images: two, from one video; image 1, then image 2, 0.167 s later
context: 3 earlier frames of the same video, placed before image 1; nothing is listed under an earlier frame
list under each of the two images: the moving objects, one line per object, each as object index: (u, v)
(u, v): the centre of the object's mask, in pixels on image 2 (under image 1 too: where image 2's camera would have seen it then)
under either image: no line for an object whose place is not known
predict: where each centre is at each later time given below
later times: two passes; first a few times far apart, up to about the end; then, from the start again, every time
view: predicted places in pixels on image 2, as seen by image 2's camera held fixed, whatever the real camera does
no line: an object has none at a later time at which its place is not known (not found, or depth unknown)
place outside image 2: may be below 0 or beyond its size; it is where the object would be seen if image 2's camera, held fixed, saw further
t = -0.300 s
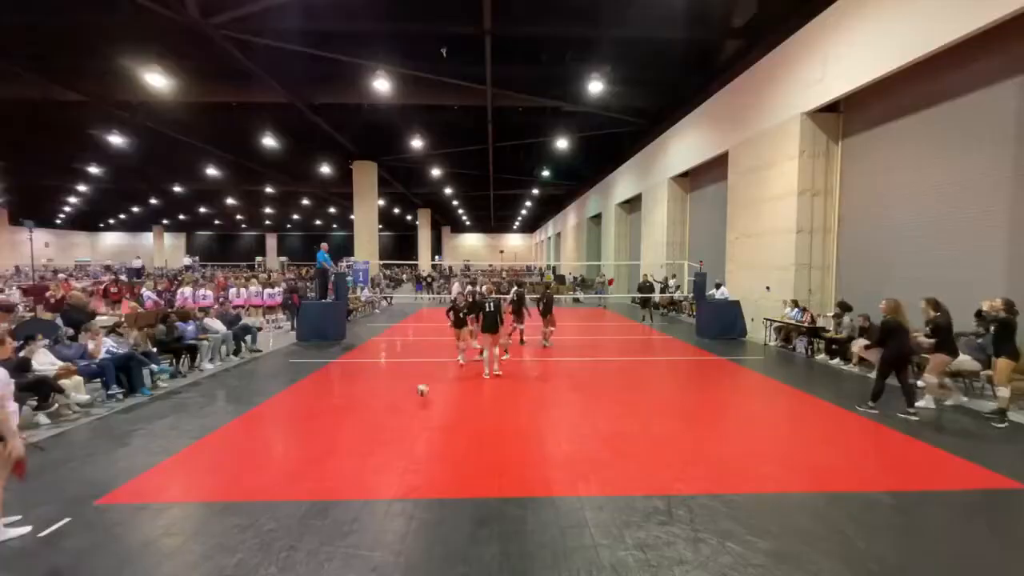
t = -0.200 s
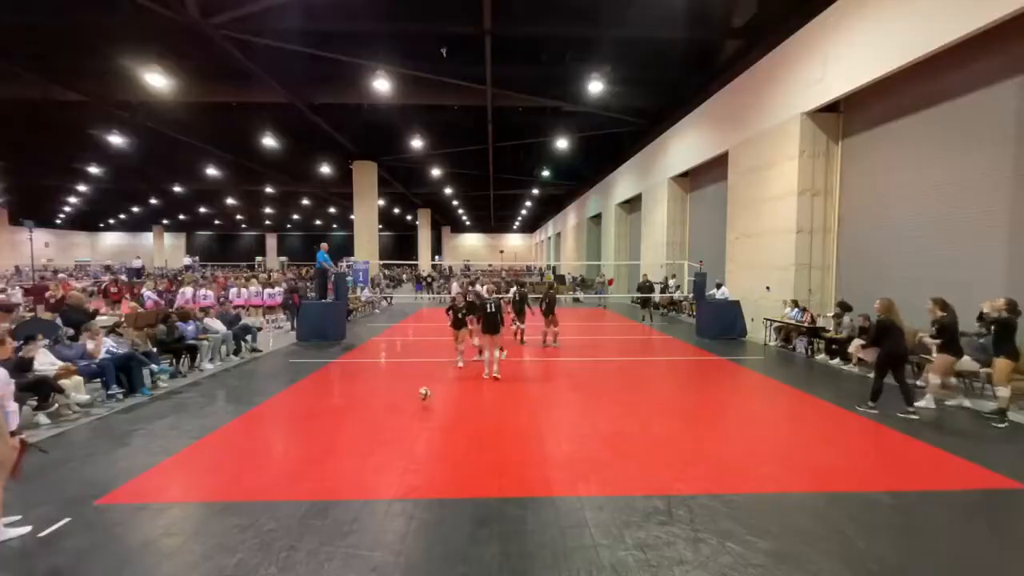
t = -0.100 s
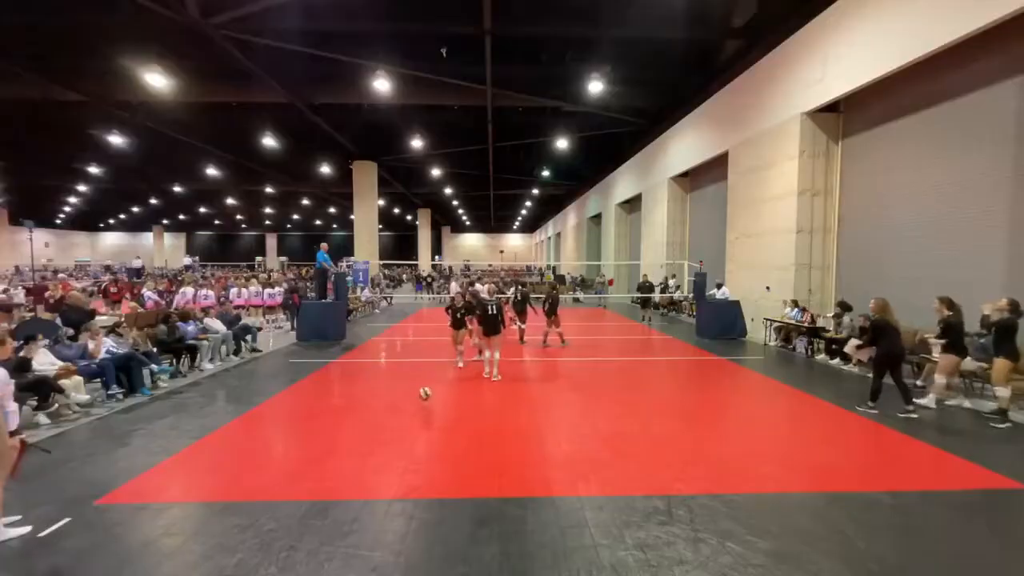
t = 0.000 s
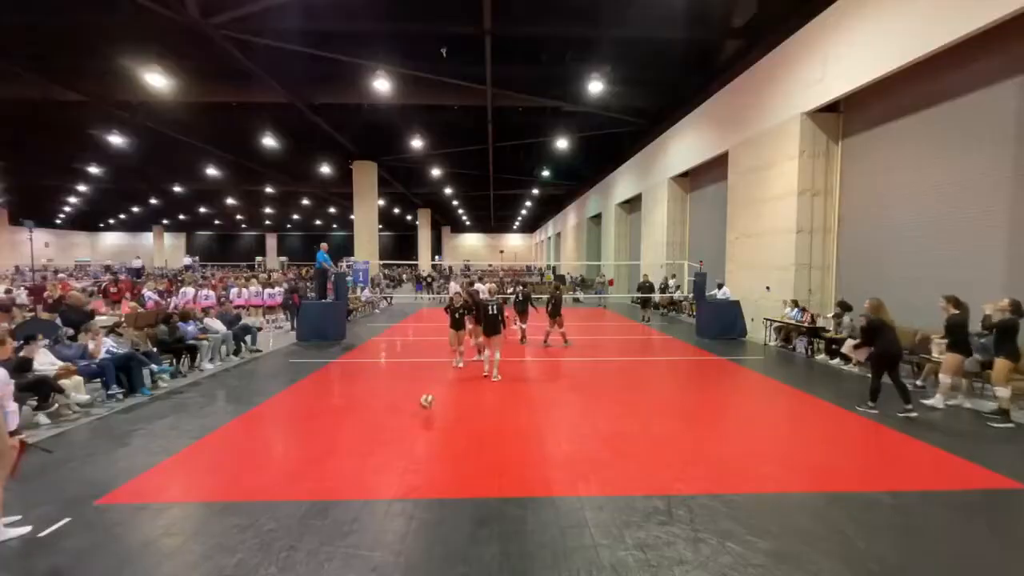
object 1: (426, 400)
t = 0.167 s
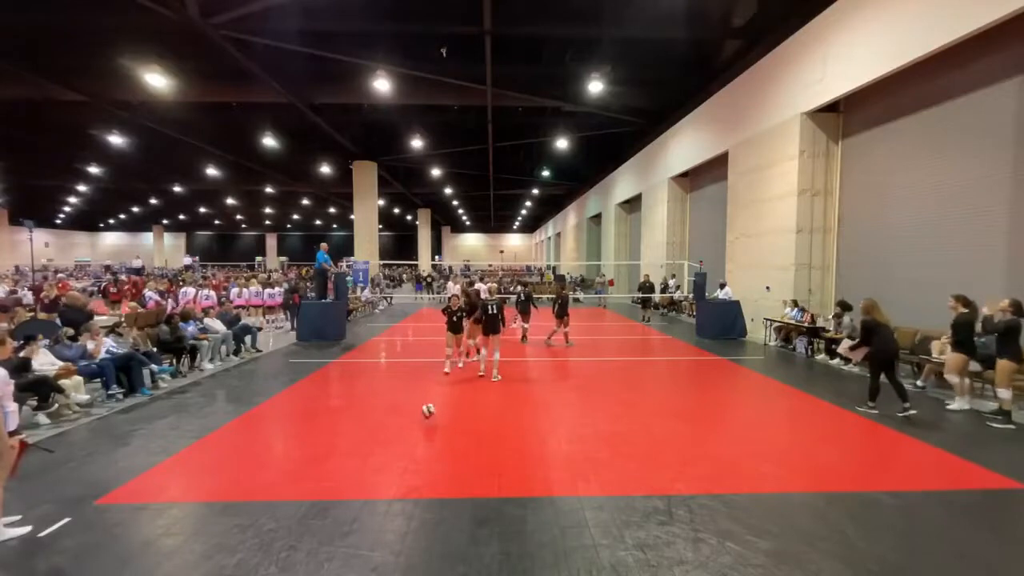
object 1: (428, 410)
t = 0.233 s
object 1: (429, 413)
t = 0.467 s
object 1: (432, 430)
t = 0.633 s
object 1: (435, 447)
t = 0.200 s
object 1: (428, 411)
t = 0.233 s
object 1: (429, 413)
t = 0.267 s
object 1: (429, 416)
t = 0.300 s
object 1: (430, 418)
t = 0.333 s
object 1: (430, 424)
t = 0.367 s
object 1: (431, 429)
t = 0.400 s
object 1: (432, 428)
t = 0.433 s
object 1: (431, 428)
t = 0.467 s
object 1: (432, 430)
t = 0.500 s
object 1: (432, 433)
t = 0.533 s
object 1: (433, 436)
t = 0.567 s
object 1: (434, 439)
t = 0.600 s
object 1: (434, 446)
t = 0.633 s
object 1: (435, 447)
